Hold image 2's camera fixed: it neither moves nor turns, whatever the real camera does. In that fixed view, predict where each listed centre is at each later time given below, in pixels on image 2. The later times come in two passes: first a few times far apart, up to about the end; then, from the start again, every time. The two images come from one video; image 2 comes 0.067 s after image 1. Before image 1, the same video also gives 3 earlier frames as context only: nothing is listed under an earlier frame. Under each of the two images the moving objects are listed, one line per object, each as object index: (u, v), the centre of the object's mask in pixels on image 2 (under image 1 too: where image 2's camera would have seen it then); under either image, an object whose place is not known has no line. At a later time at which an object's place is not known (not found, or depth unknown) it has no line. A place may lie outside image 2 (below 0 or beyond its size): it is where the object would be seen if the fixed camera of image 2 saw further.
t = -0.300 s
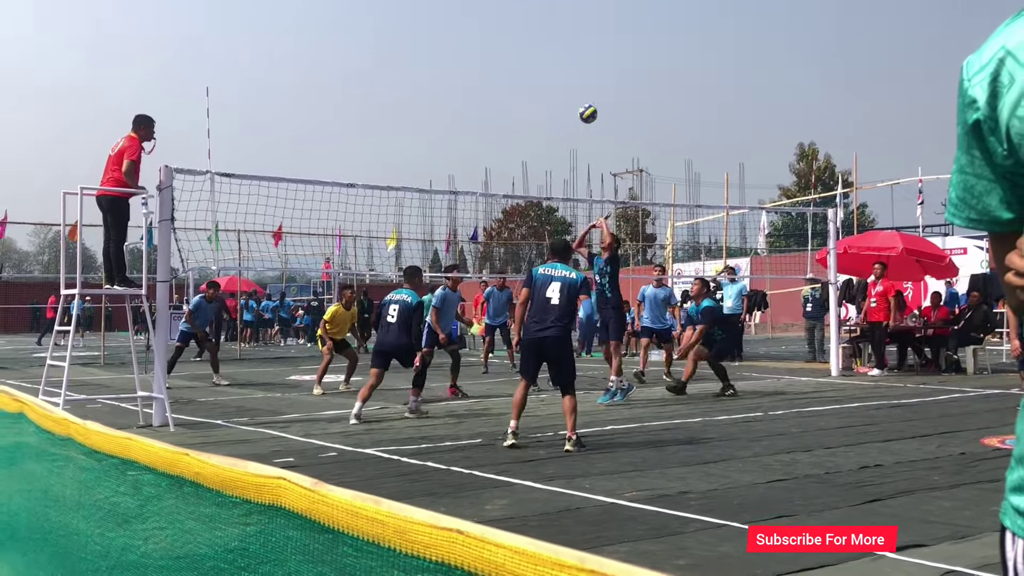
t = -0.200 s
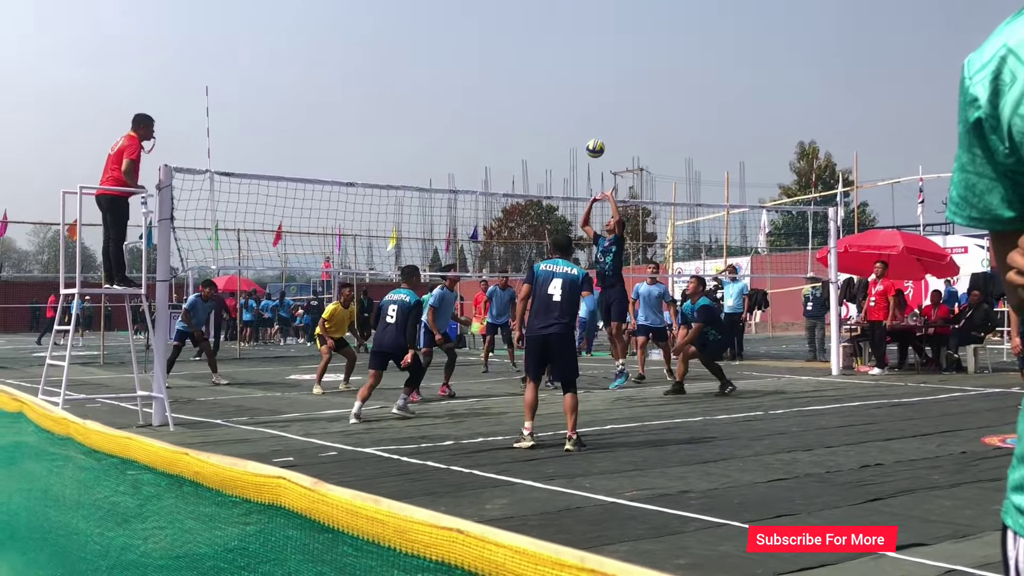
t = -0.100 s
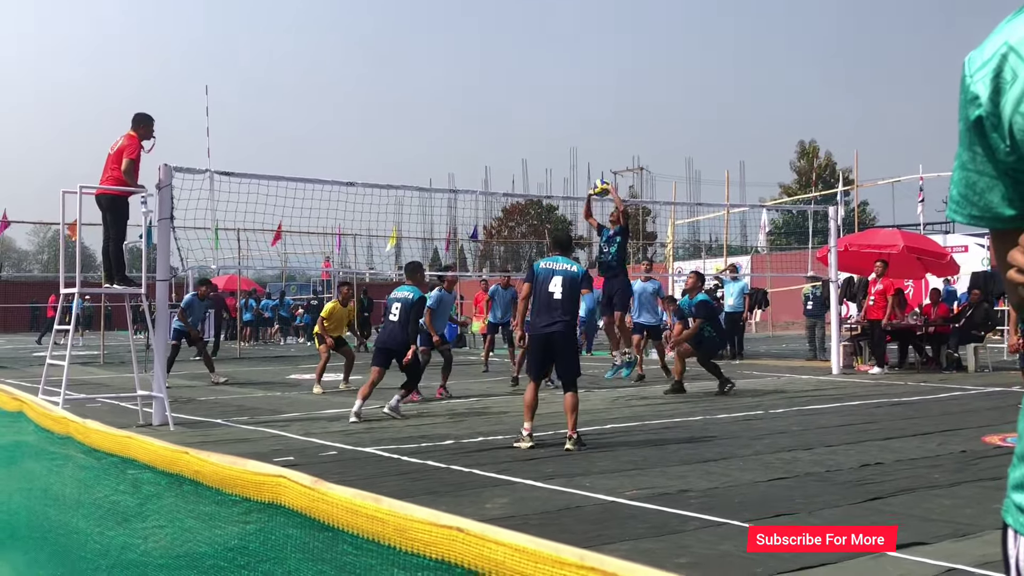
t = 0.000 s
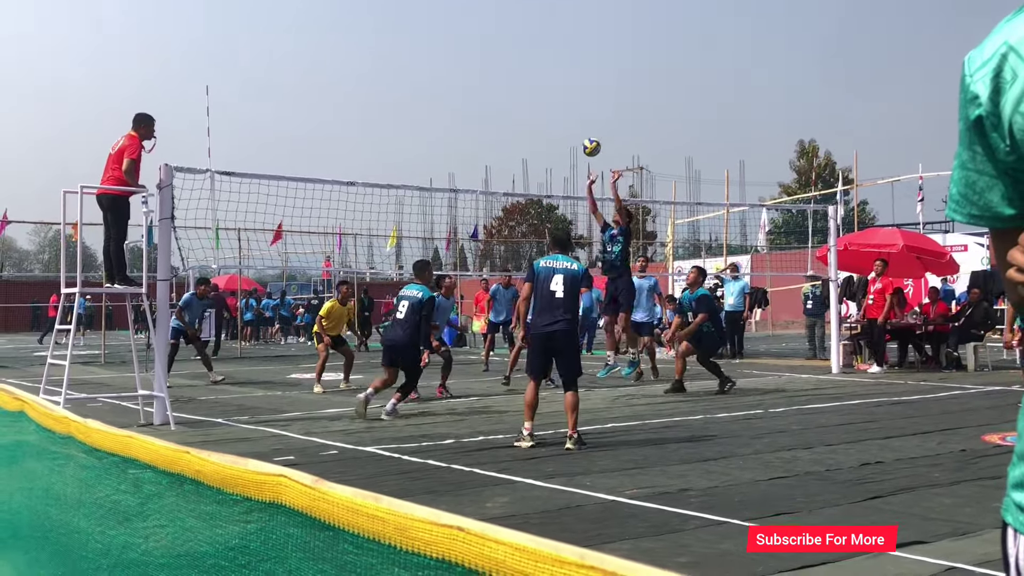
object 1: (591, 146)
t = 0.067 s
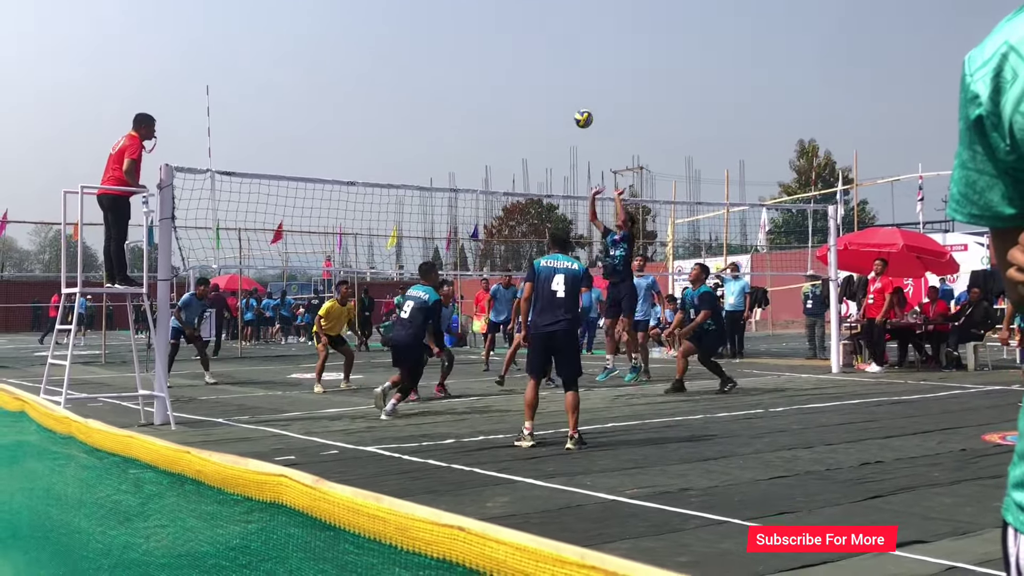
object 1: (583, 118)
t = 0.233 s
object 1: (564, 64)
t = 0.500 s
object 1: (531, 29)
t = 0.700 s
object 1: (506, 43)
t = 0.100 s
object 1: (580, 105)
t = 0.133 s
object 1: (576, 94)
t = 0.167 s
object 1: (572, 83)
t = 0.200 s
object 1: (567, 73)
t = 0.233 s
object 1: (564, 64)
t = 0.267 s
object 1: (559, 57)
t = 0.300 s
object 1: (555, 50)
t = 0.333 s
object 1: (551, 44)
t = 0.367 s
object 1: (547, 39)
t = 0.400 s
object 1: (543, 35)
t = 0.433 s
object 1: (539, 32)
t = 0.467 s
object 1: (535, 31)
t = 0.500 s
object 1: (531, 29)
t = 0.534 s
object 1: (526, 29)
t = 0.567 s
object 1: (522, 30)
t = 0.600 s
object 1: (518, 31)
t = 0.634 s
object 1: (514, 34)
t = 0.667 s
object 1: (510, 39)
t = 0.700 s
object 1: (506, 43)
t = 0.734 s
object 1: (502, 49)
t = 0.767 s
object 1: (498, 56)
